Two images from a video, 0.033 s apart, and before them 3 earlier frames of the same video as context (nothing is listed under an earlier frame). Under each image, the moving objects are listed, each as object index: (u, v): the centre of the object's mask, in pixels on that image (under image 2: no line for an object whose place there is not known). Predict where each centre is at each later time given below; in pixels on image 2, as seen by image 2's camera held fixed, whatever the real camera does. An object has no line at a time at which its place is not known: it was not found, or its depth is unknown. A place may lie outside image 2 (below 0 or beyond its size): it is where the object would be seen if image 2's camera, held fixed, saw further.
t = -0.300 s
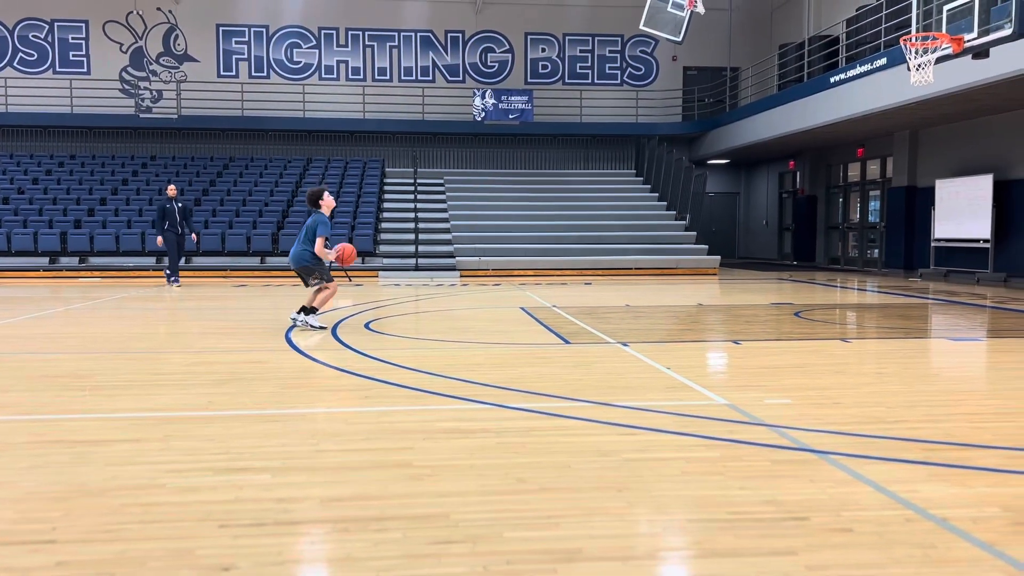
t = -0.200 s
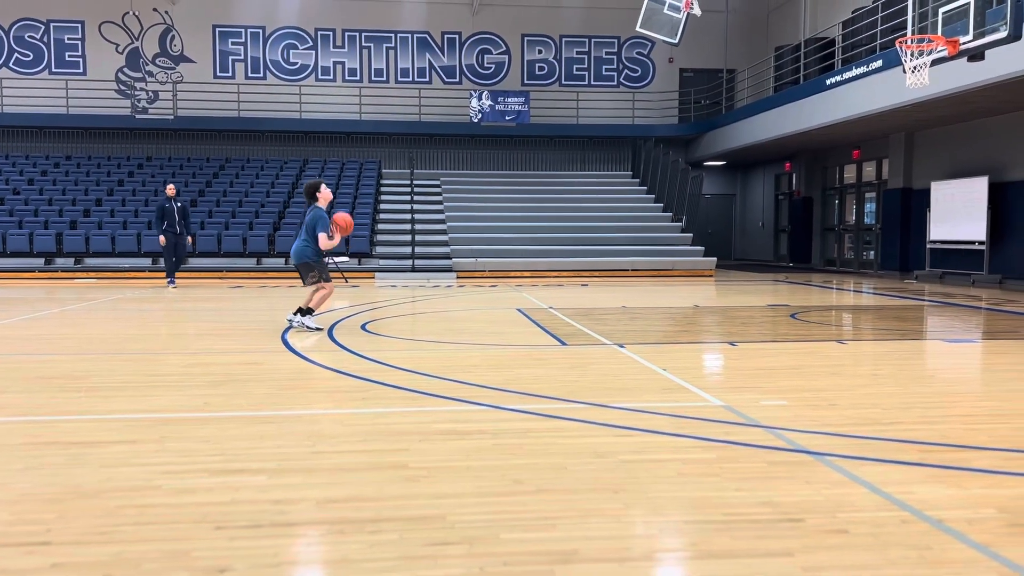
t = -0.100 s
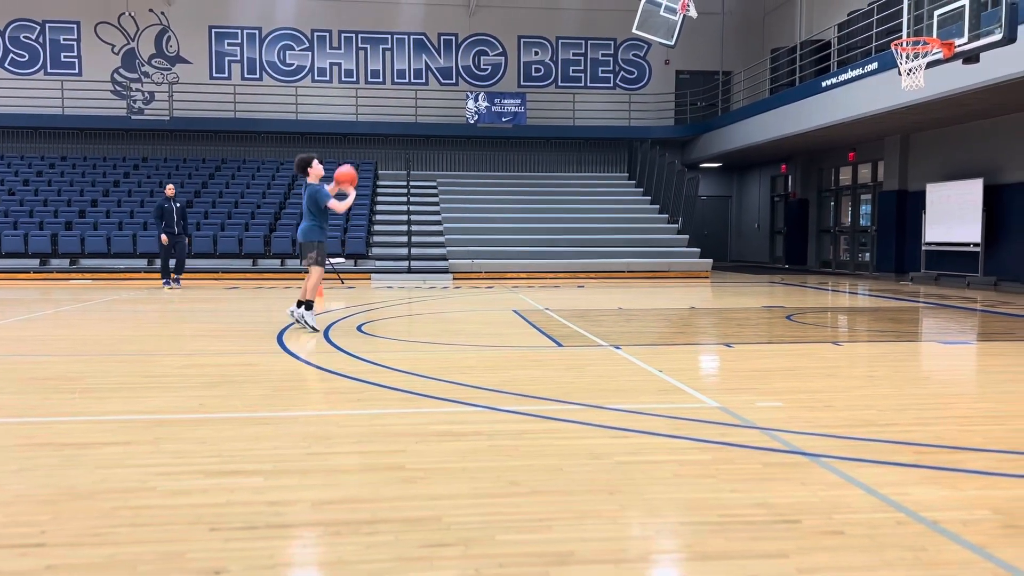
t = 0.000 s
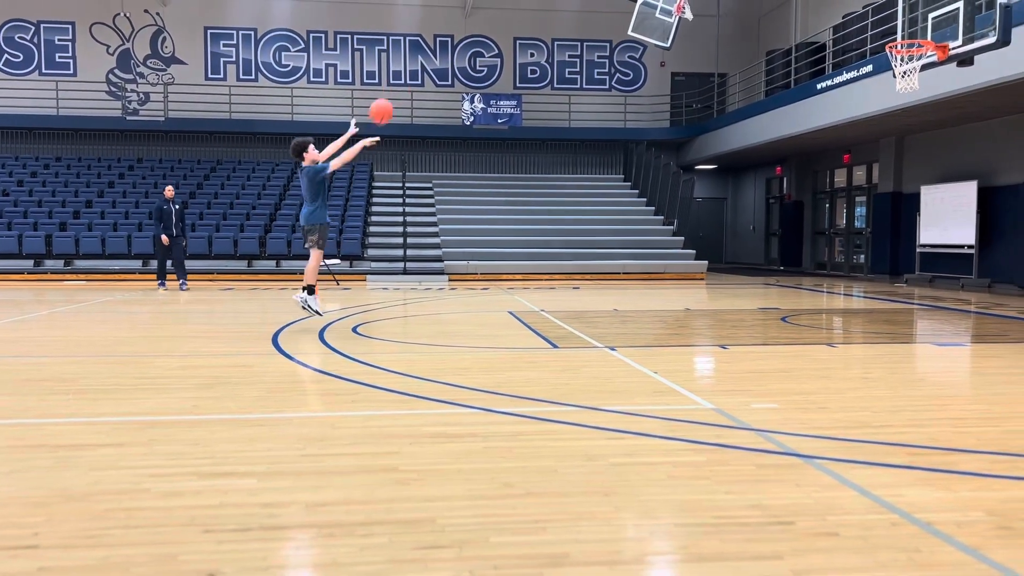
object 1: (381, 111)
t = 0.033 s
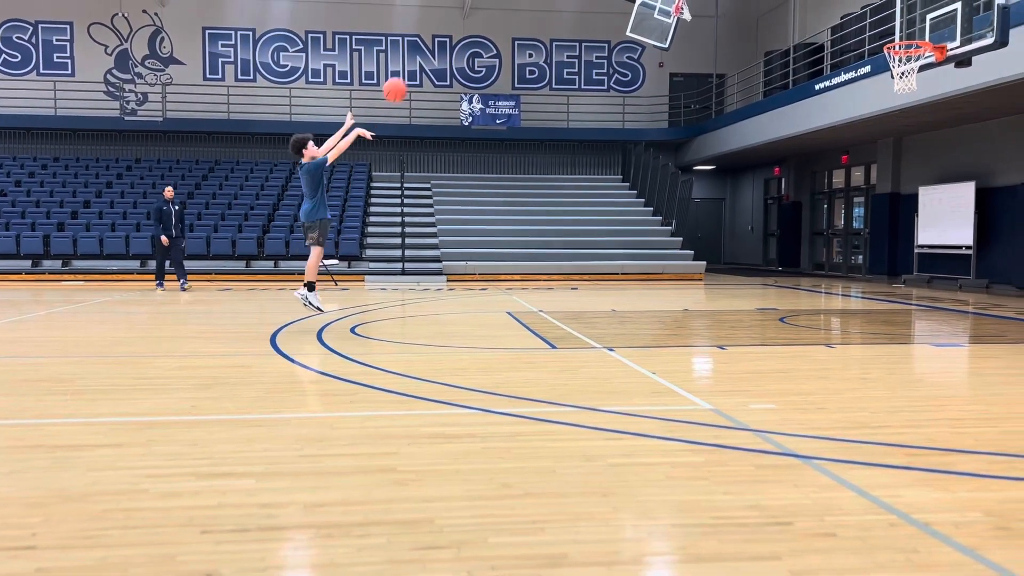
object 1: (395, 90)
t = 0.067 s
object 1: (410, 69)
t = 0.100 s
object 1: (425, 50)
